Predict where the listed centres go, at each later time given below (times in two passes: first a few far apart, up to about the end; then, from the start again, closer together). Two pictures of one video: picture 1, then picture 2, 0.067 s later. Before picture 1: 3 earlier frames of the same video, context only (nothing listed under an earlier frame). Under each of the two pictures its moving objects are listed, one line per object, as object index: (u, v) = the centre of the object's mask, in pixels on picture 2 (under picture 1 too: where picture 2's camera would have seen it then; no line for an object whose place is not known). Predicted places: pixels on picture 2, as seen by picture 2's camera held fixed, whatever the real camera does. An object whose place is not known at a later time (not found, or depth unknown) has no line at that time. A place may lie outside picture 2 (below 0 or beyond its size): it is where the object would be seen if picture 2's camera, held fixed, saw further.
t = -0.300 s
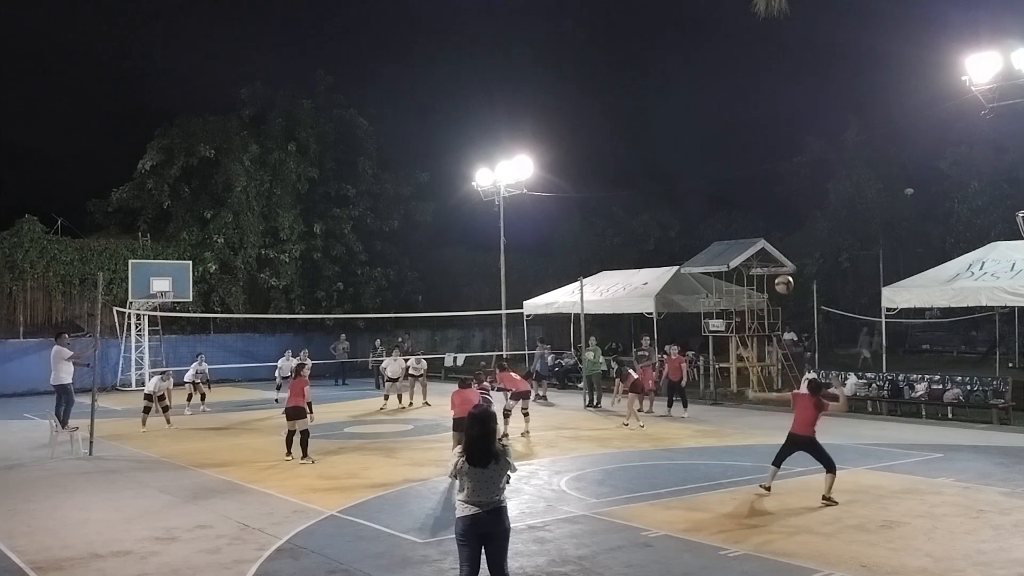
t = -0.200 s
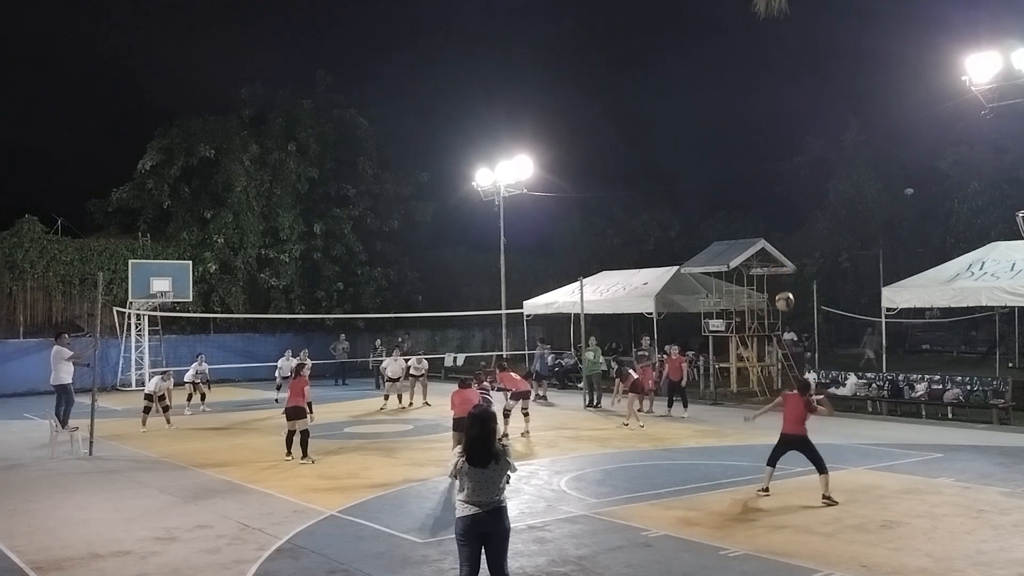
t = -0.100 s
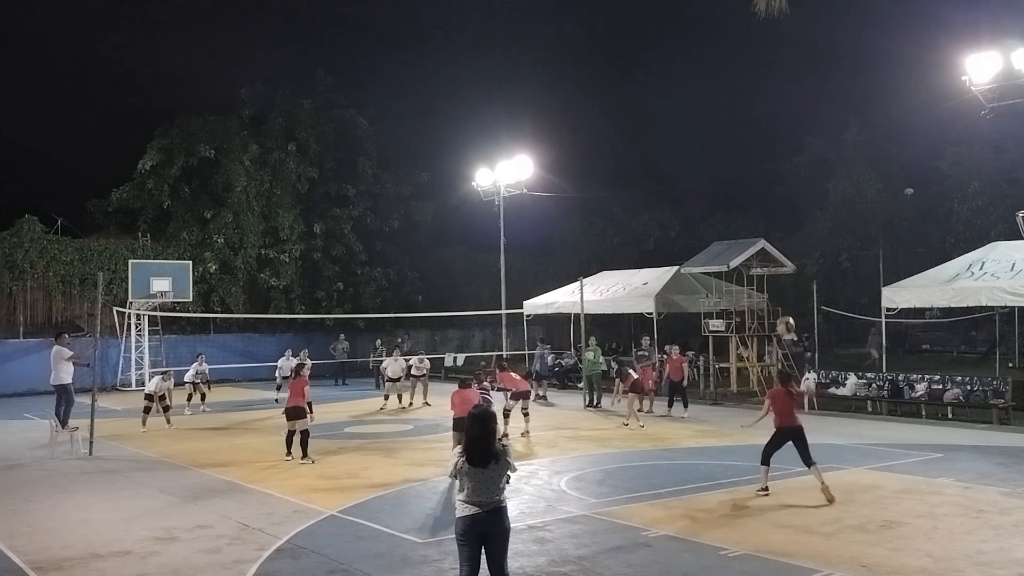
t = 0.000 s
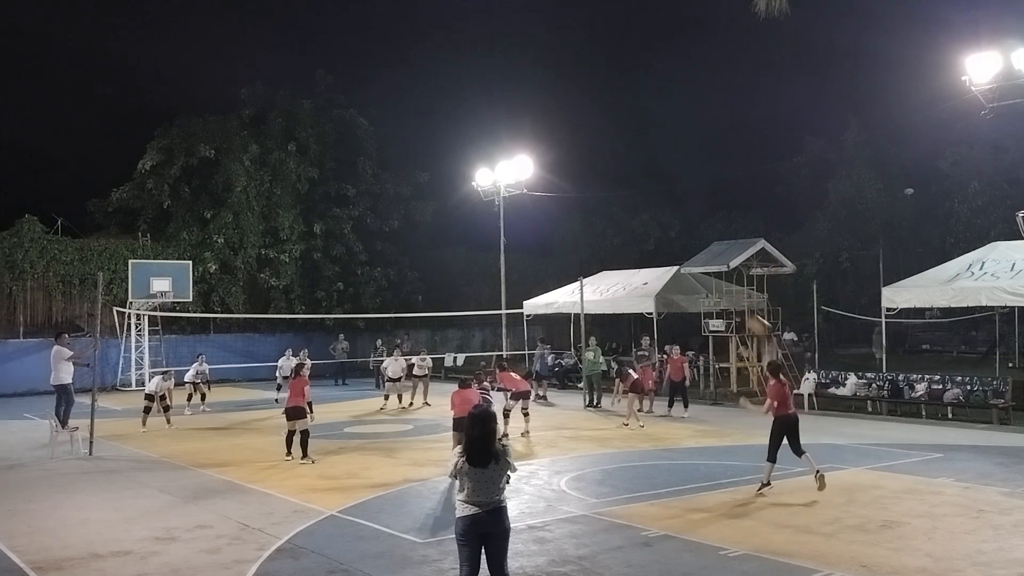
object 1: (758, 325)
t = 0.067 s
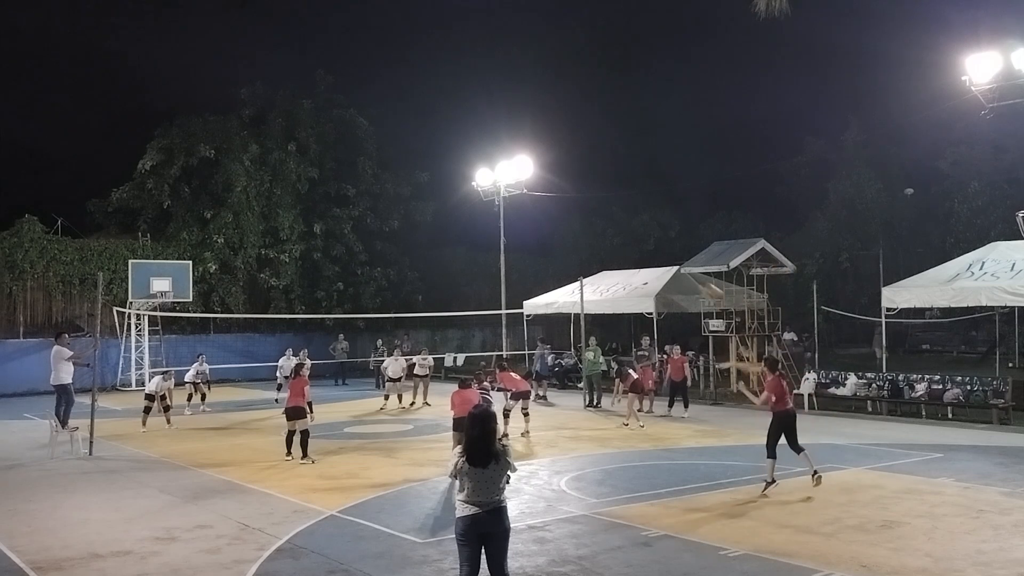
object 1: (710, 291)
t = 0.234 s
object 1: (615, 237)
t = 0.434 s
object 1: (530, 209)
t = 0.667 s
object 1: (457, 212)
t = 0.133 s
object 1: (667, 264)
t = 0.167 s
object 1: (650, 255)
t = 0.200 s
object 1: (632, 245)
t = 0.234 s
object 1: (615, 237)
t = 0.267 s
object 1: (598, 229)
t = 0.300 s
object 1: (583, 224)
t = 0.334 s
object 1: (569, 219)
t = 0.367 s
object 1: (555, 215)
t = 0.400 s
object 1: (542, 212)
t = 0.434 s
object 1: (530, 209)
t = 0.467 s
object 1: (518, 208)
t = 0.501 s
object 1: (508, 207)
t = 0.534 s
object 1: (496, 207)
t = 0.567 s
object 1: (486, 207)
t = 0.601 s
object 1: (476, 208)
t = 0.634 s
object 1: (467, 210)
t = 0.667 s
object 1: (457, 212)
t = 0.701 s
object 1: (449, 215)
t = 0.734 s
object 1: (440, 218)
